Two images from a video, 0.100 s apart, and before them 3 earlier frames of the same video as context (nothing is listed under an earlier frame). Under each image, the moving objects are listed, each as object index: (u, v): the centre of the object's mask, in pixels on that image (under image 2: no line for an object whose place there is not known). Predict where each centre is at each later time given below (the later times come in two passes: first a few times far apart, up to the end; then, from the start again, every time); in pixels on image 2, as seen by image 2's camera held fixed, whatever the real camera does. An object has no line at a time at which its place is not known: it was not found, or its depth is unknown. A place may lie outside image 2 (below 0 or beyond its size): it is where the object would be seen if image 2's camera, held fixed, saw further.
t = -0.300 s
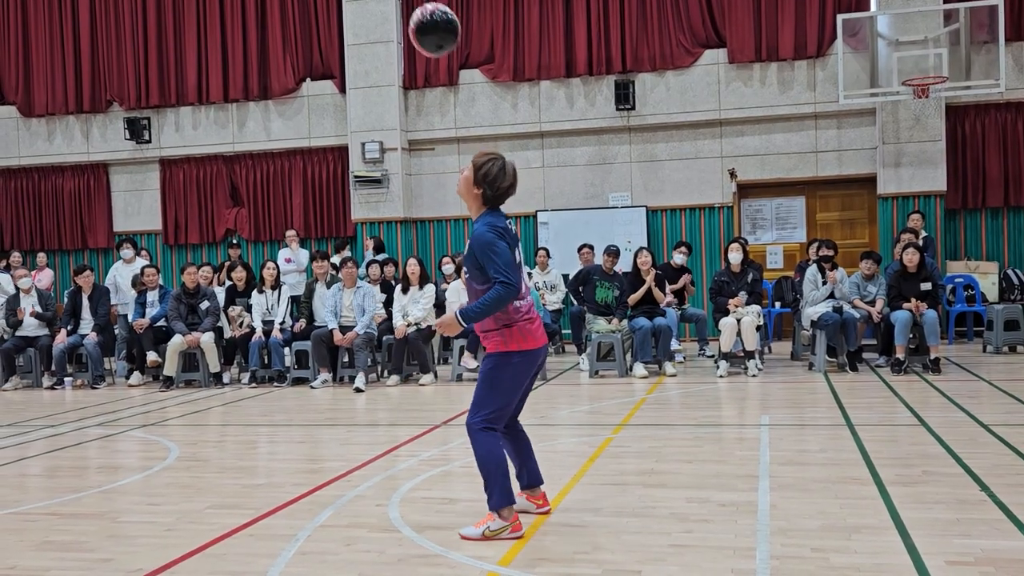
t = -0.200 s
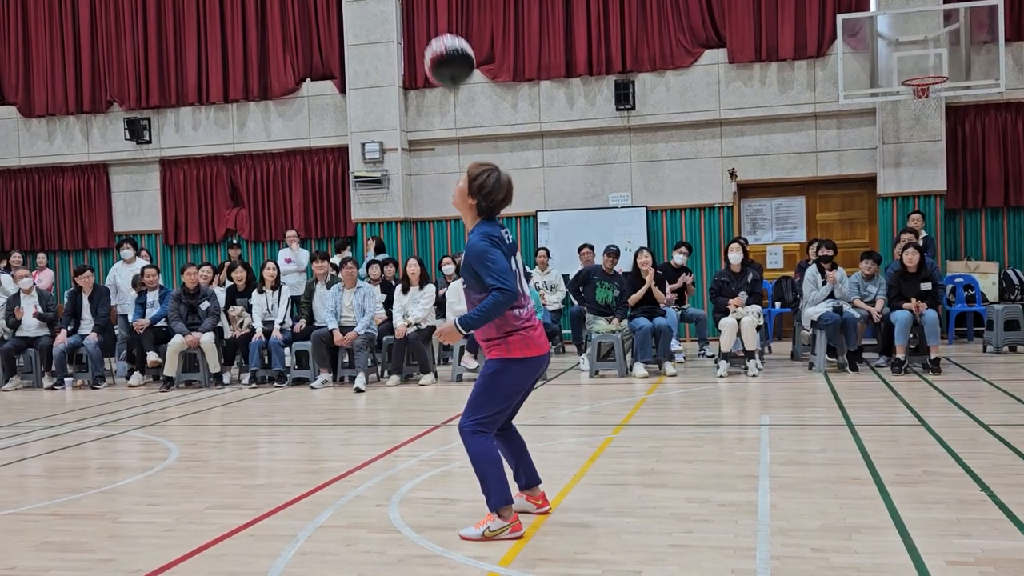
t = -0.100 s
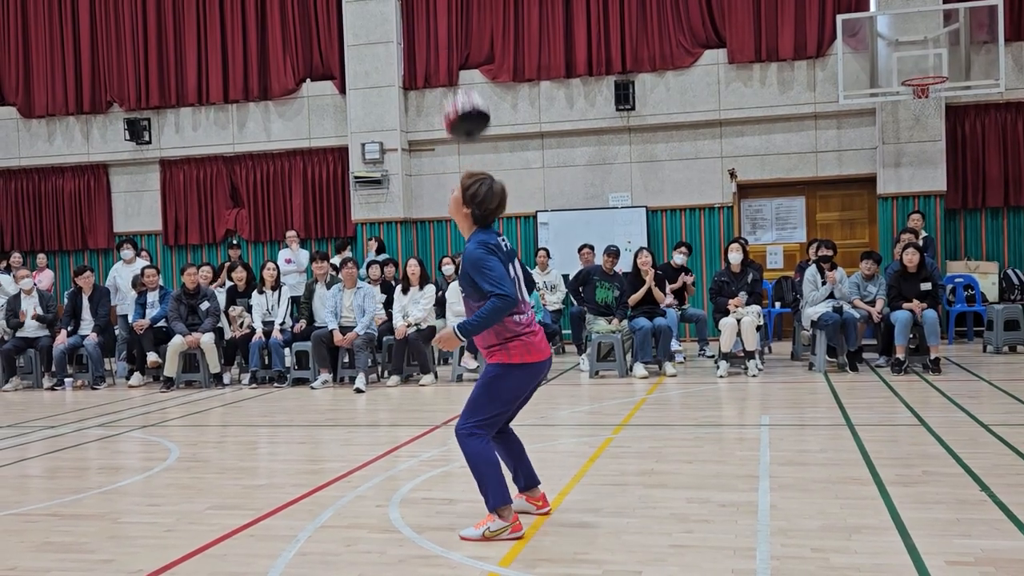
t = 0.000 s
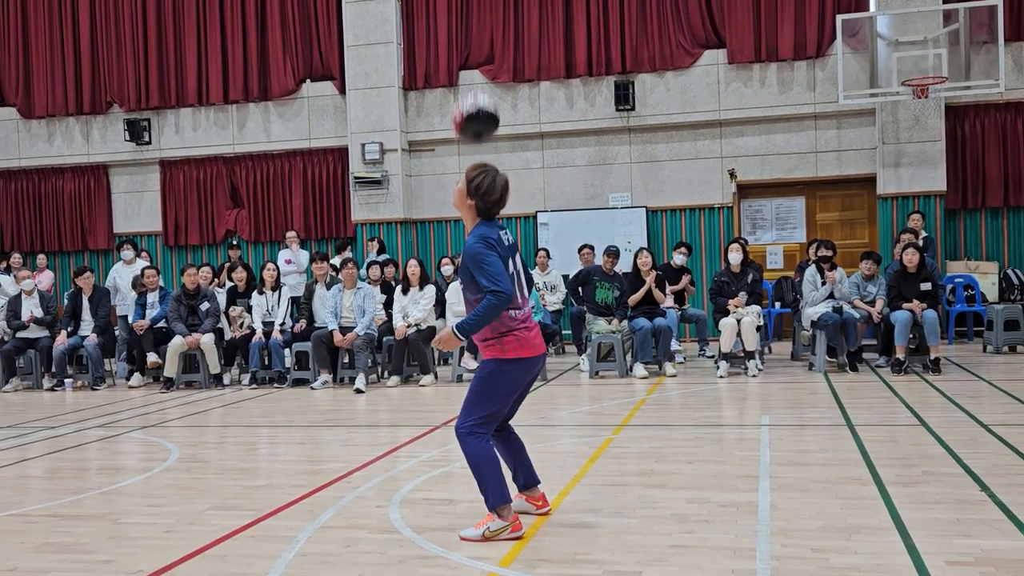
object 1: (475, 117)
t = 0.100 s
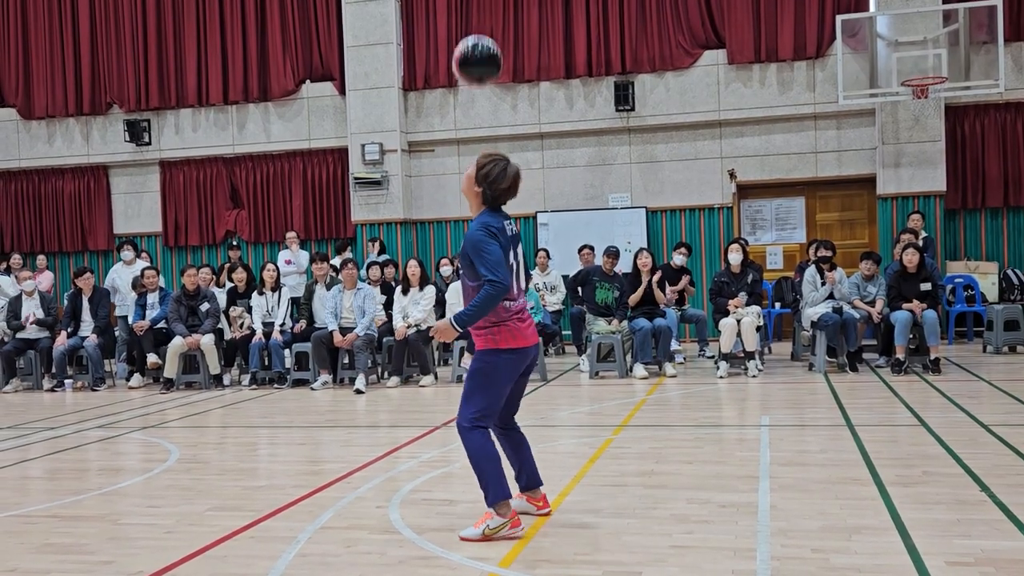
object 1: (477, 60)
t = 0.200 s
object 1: (480, 27)
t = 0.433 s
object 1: (491, 30)
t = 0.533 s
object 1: (497, 66)
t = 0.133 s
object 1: (478, 46)
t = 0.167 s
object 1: (479, 37)
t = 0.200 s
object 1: (480, 27)
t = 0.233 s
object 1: (481, 22)
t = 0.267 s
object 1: (483, 19)
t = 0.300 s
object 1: (484, 17)
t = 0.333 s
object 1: (486, 17)
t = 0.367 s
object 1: (487, 19)
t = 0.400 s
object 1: (489, 23)
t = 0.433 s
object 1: (491, 30)
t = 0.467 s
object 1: (493, 40)
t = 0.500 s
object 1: (495, 53)
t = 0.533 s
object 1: (497, 66)
